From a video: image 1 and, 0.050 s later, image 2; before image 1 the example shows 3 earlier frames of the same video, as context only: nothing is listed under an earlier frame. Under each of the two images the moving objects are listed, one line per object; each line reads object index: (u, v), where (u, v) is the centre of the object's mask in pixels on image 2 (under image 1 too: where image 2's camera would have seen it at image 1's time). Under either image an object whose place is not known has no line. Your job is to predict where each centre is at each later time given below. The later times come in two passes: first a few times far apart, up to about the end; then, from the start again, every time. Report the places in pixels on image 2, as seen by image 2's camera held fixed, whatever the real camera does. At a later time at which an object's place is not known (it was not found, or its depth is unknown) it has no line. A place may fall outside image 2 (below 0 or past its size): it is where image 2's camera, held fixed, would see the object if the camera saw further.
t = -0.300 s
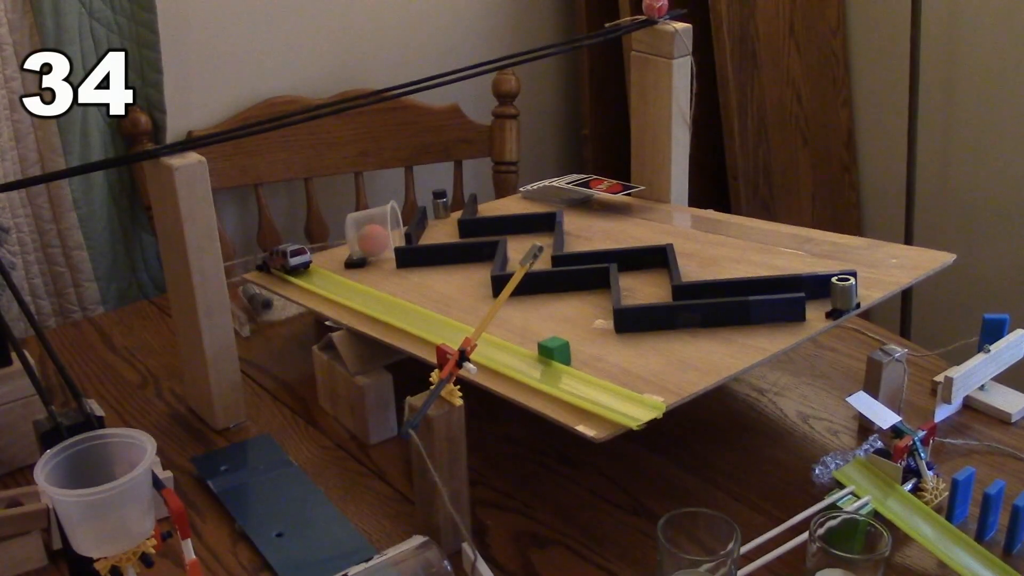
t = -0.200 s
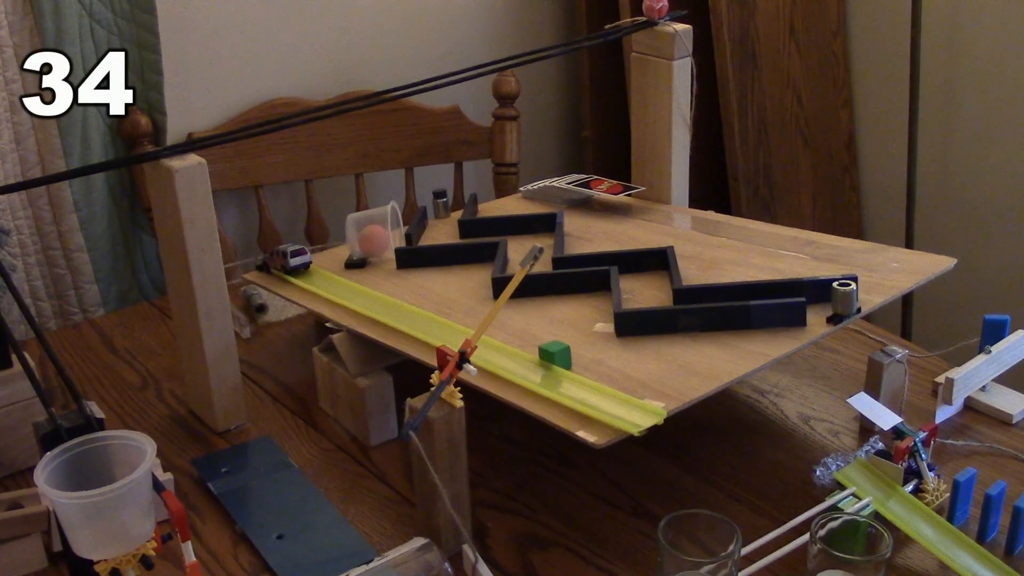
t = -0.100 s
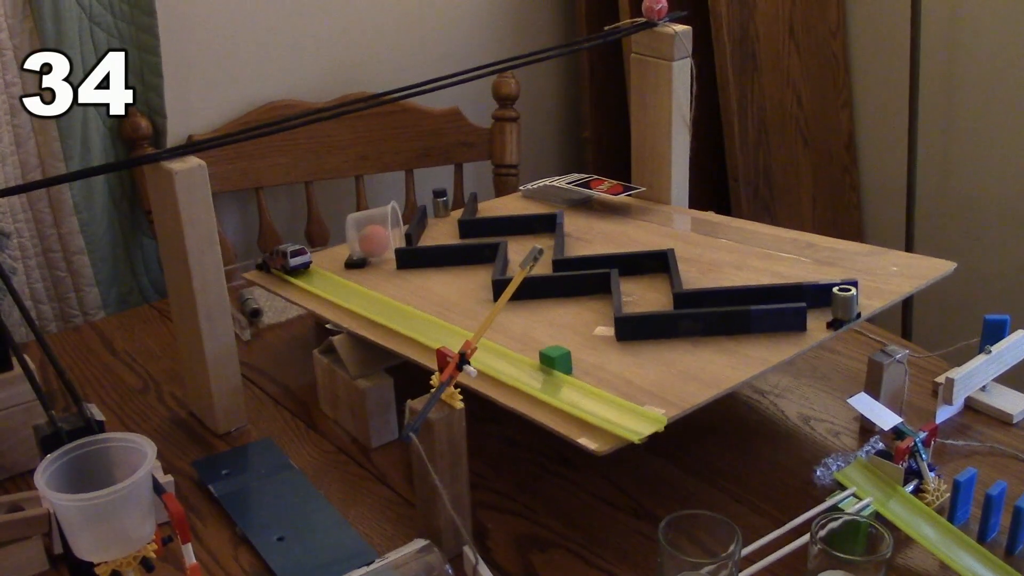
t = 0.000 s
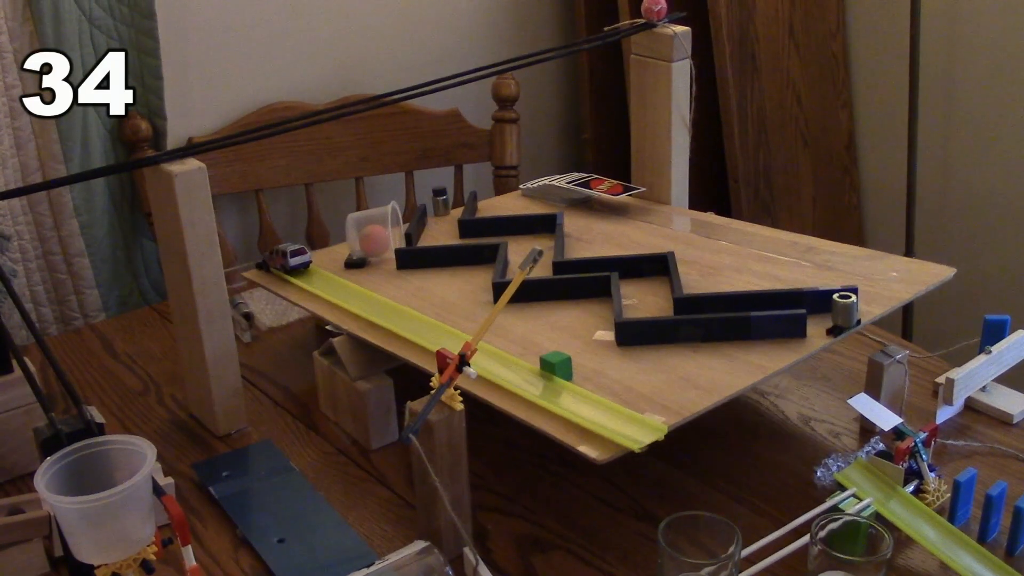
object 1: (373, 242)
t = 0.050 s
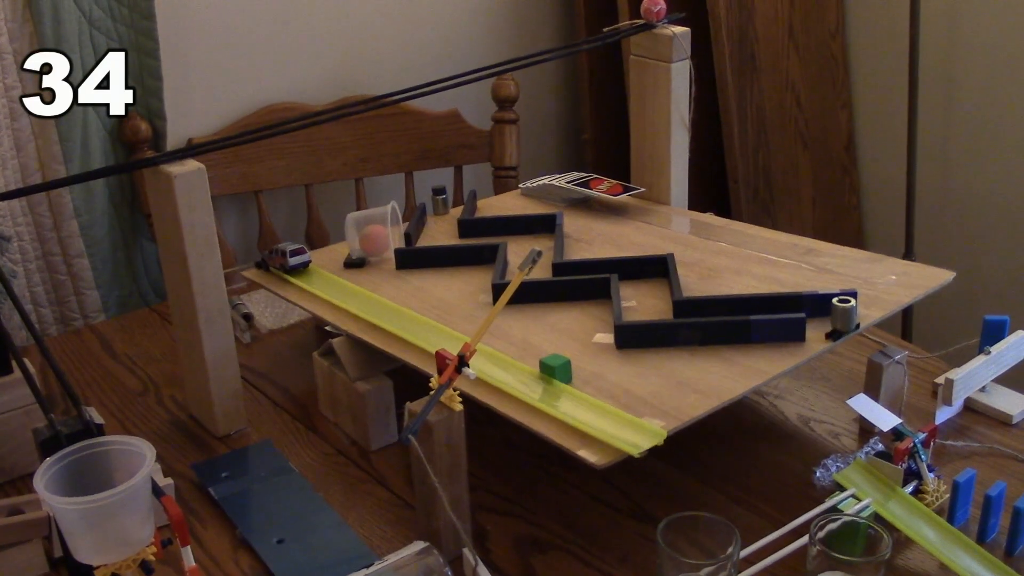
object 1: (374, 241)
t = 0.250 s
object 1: (382, 237)
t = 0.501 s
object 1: (415, 229)
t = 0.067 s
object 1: (374, 240)
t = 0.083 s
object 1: (374, 240)
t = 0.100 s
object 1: (375, 240)
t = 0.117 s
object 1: (375, 239)
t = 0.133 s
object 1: (376, 239)
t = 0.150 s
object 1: (376, 238)
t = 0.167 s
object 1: (376, 238)
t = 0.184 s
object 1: (377, 238)
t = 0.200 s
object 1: (378, 238)
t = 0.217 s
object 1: (380, 238)
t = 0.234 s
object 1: (381, 237)
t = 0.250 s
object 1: (382, 237)
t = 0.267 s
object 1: (383, 237)
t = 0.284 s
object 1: (386, 235)
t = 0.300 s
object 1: (387, 235)
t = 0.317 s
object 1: (388, 234)
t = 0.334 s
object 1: (389, 233)
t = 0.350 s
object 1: (390, 233)
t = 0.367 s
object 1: (392, 232)
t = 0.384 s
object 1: (394, 231)
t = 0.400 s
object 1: (397, 230)
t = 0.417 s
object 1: (399, 230)
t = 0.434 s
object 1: (404, 229)
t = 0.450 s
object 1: (405, 228)
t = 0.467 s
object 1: (407, 229)
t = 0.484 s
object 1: (411, 229)
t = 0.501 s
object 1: (415, 229)
